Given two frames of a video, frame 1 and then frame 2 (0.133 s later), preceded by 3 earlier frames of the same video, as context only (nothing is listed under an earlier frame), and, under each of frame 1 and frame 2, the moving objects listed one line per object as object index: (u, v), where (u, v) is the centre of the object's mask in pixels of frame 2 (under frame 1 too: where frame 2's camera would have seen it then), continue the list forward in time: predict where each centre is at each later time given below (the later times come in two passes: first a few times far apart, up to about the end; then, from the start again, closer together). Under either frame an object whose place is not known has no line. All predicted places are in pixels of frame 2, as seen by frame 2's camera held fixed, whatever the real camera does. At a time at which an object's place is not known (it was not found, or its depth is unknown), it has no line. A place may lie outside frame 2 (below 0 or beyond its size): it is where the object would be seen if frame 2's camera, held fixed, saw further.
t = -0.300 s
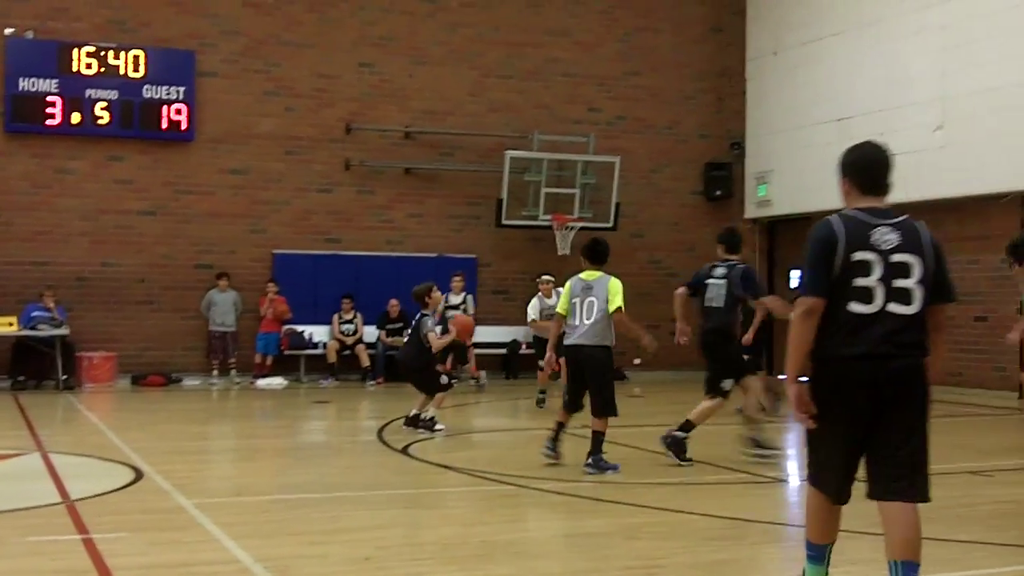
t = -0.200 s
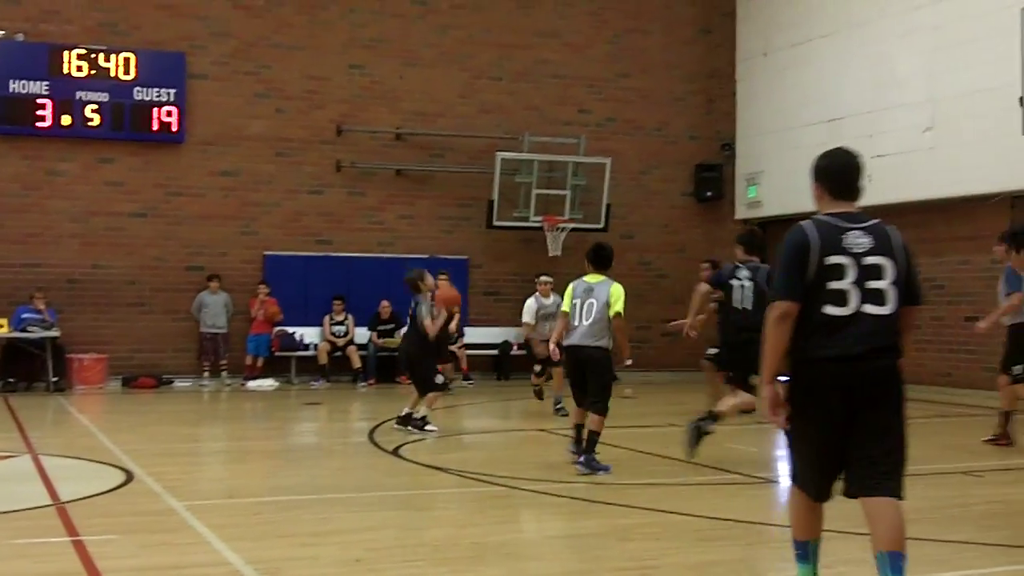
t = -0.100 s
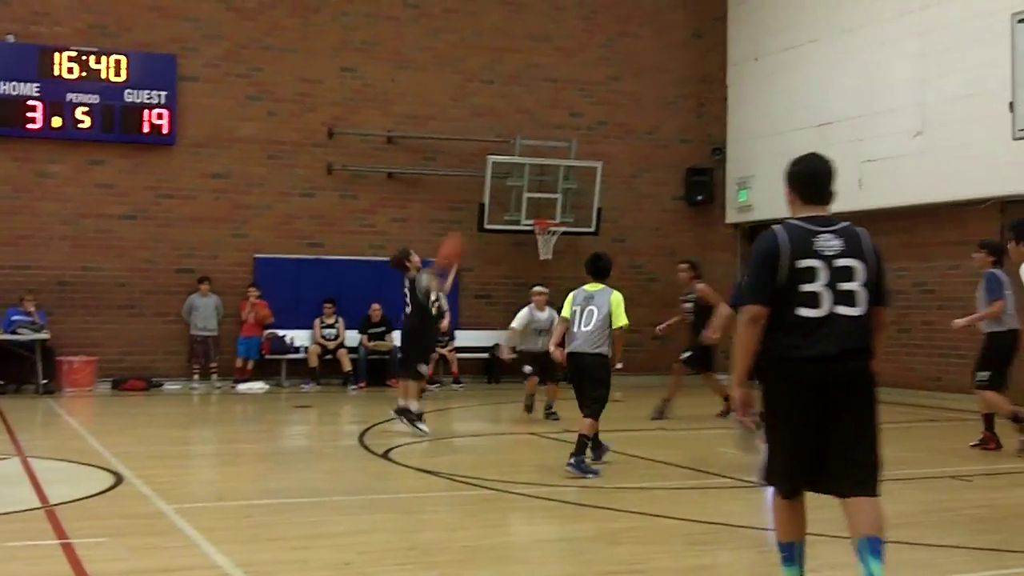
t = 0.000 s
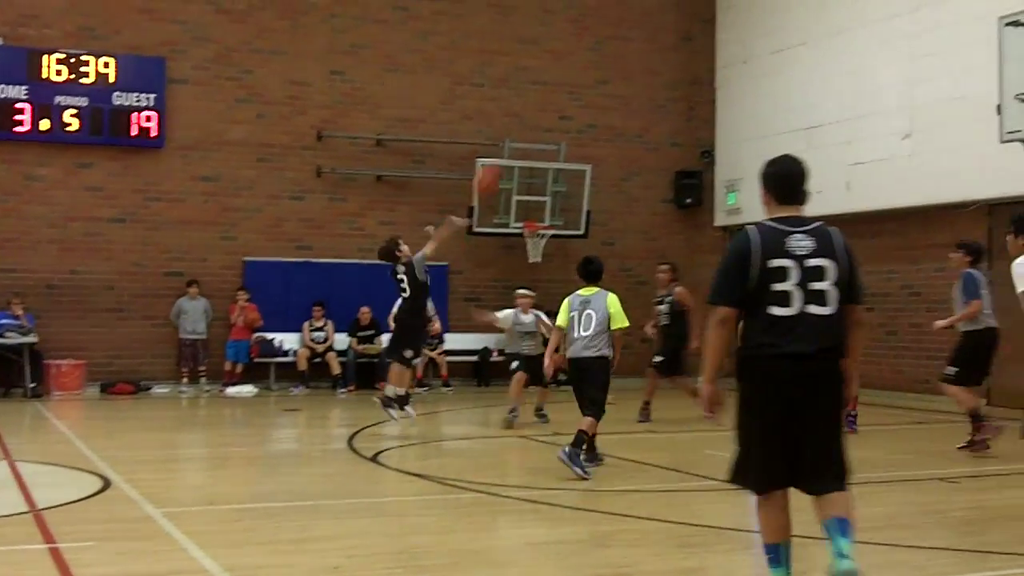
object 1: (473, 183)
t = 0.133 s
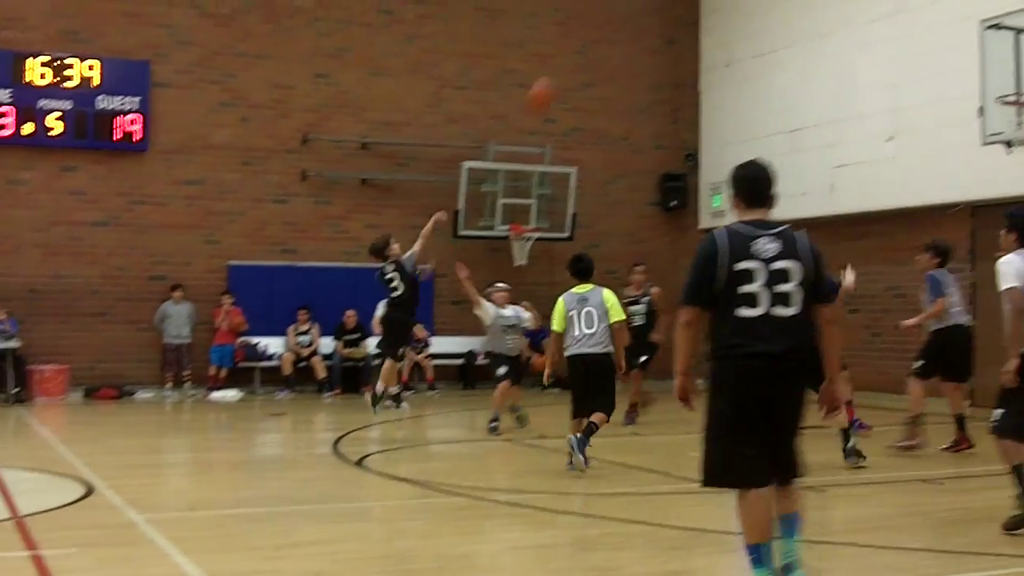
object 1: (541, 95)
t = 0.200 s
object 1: (575, 59)
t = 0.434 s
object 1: (690, -17)
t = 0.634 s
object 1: (789, -52)
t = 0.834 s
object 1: (881, -31)
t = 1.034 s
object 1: (977, 31)
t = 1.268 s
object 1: (1071, 129)
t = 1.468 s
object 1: (1092, 204)
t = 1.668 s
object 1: (1114, 323)
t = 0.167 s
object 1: (559, 75)
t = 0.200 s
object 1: (575, 59)
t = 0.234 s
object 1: (592, 43)
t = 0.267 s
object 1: (608, 29)
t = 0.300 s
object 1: (625, 16)
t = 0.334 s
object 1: (643, 3)
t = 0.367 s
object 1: (657, -4)
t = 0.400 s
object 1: (674, -11)
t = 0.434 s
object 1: (690, -17)
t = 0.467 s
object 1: (707, -24)
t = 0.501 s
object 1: (724, -29)
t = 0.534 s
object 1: (739, -34)
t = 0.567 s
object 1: (756, -40)
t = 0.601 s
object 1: (773, -47)
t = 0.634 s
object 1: (789, -52)
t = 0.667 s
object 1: (805, -51)
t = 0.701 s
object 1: (819, -48)
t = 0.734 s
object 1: (835, -47)
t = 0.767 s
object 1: (851, -43)
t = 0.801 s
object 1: (866, -37)
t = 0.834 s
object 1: (881, -31)
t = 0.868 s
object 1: (897, -24)
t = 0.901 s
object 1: (913, -15)
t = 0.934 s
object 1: (928, -6)
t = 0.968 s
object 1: (944, 5)
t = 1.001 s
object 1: (961, 17)
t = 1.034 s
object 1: (977, 31)
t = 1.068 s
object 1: (993, 44)
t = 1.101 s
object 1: (1010, 60)
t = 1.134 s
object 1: (1025, 78)
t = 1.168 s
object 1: (1042, 97)
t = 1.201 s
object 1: (1055, 116)
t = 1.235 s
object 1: (1066, 125)
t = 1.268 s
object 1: (1071, 129)
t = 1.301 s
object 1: (1074, 137)
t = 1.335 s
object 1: (1078, 147)
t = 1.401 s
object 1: (1085, 172)
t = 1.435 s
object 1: (1088, 187)
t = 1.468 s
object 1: (1092, 204)
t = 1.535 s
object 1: (1097, 236)
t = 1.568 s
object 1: (1103, 259)
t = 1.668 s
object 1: (1114, 323)
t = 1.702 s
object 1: (1117, 348)
